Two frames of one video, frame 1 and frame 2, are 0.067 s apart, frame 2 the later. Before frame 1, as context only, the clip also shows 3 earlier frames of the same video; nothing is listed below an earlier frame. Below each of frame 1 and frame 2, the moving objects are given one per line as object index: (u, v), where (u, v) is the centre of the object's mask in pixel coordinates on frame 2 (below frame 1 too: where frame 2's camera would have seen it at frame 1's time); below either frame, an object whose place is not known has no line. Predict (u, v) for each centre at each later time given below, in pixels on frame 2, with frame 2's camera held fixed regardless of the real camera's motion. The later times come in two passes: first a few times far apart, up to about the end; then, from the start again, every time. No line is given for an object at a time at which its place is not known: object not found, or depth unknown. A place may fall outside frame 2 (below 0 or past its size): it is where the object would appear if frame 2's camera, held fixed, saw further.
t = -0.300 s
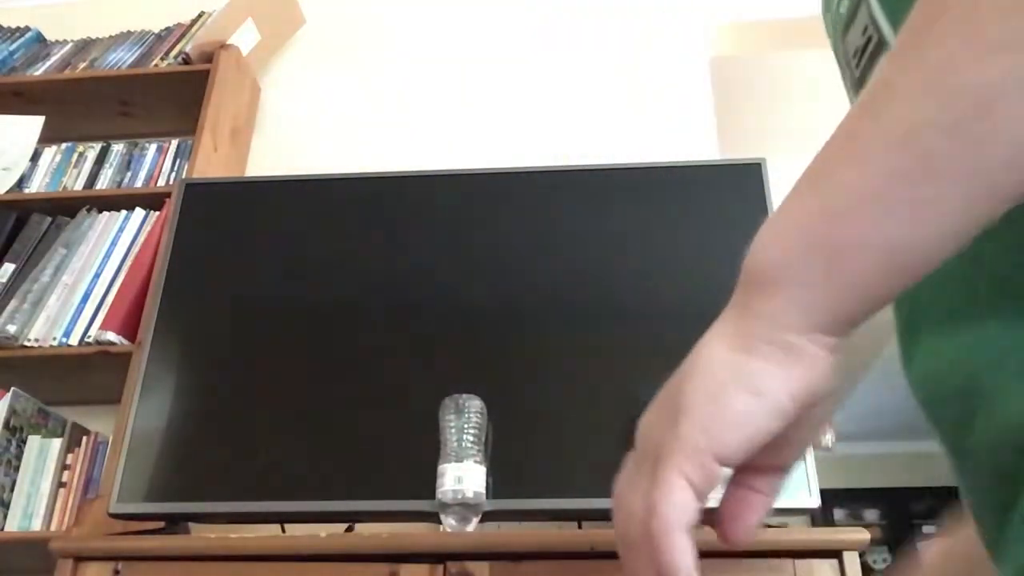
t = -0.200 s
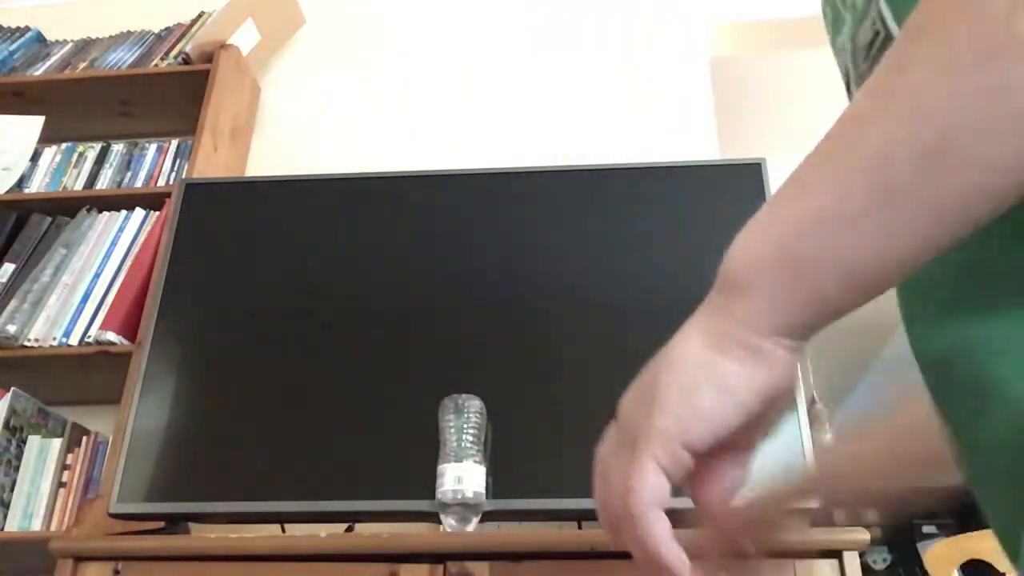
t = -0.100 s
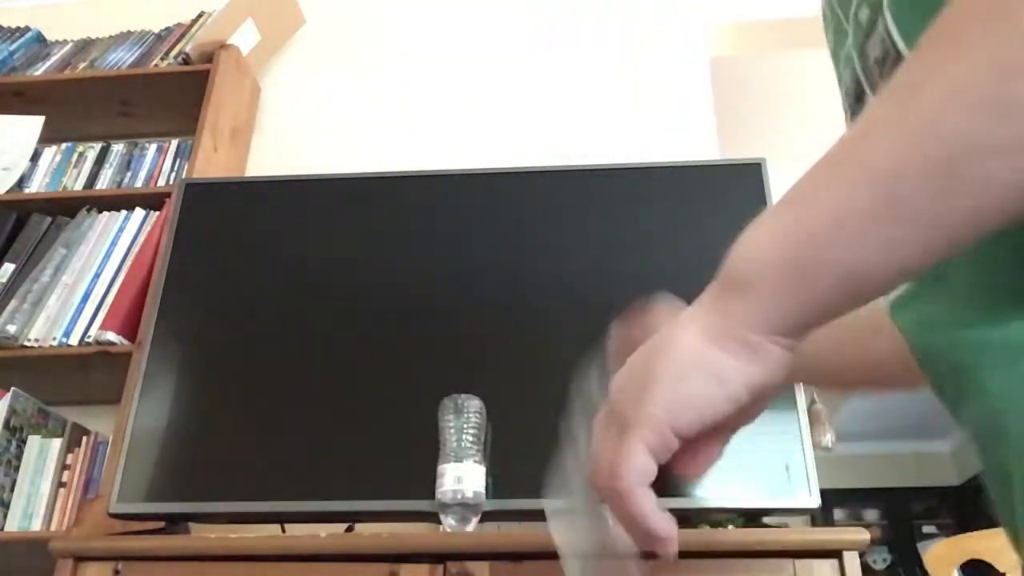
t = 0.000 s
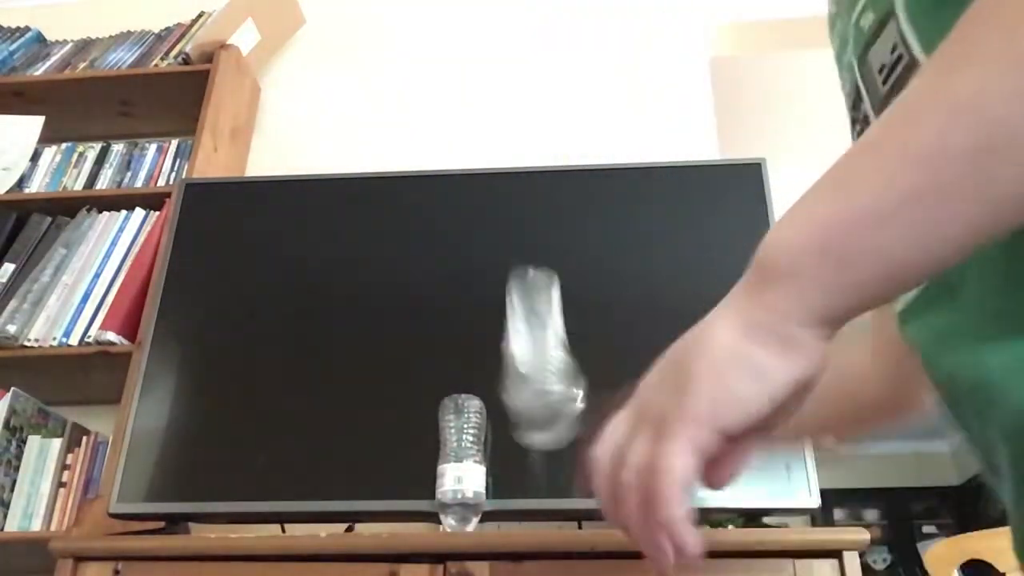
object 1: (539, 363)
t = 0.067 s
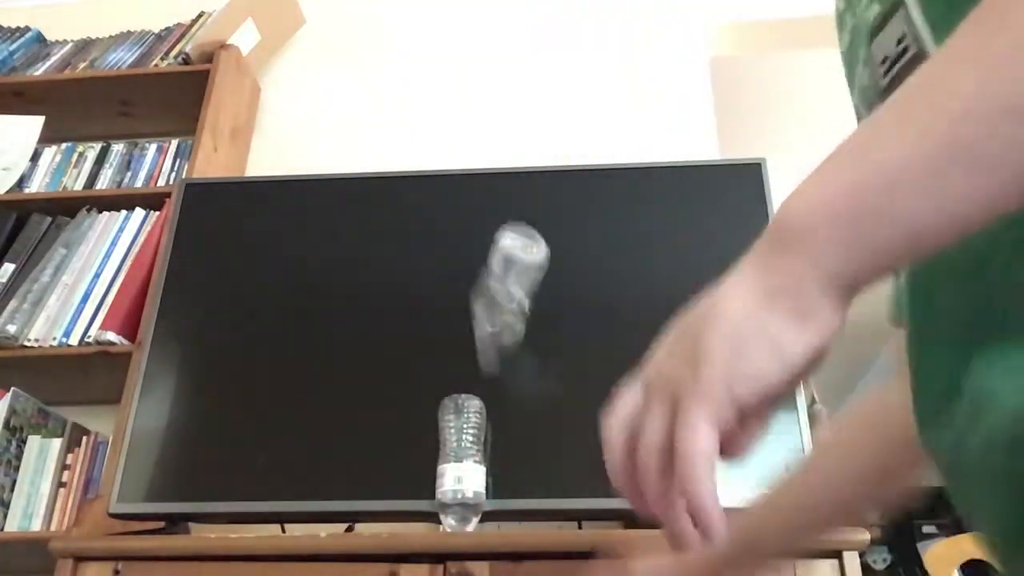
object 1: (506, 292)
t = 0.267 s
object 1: (456, 296)
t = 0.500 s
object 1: (338, 461)
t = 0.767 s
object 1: (302, 514)
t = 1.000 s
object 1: (299, 513)
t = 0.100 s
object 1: (500, 269)
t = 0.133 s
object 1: (492, 258)
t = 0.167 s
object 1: (486, 255)
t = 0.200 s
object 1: (478, 265)
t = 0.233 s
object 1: (466, 279)
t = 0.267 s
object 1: (456, 296)
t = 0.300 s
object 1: (446, 320)
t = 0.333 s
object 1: (433, 342)
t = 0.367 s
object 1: (412, 351)
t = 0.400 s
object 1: (392, 367)
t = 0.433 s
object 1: (375, 392)
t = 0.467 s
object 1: (358, 422)
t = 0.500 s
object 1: (338, 461)
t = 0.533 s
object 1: (324, 500)
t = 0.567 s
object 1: (318, 515)
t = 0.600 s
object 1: (315, 513)
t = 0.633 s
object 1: (311, 512)
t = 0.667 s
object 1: (307, 515)
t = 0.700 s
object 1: (305, 515)
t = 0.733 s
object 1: (303, 514)
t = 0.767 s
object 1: (302, 514)
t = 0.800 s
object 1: (302, 514)
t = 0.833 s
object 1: (302, 514)
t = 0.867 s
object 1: (301, 514)
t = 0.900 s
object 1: (301, 513)
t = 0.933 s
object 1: (300, 513)
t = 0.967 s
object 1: (299, 513)
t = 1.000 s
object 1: (299, 513)
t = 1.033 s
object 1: (299, 513)
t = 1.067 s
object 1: (298, 512)
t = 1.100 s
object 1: (297, 512)
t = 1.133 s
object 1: (296, 512)
